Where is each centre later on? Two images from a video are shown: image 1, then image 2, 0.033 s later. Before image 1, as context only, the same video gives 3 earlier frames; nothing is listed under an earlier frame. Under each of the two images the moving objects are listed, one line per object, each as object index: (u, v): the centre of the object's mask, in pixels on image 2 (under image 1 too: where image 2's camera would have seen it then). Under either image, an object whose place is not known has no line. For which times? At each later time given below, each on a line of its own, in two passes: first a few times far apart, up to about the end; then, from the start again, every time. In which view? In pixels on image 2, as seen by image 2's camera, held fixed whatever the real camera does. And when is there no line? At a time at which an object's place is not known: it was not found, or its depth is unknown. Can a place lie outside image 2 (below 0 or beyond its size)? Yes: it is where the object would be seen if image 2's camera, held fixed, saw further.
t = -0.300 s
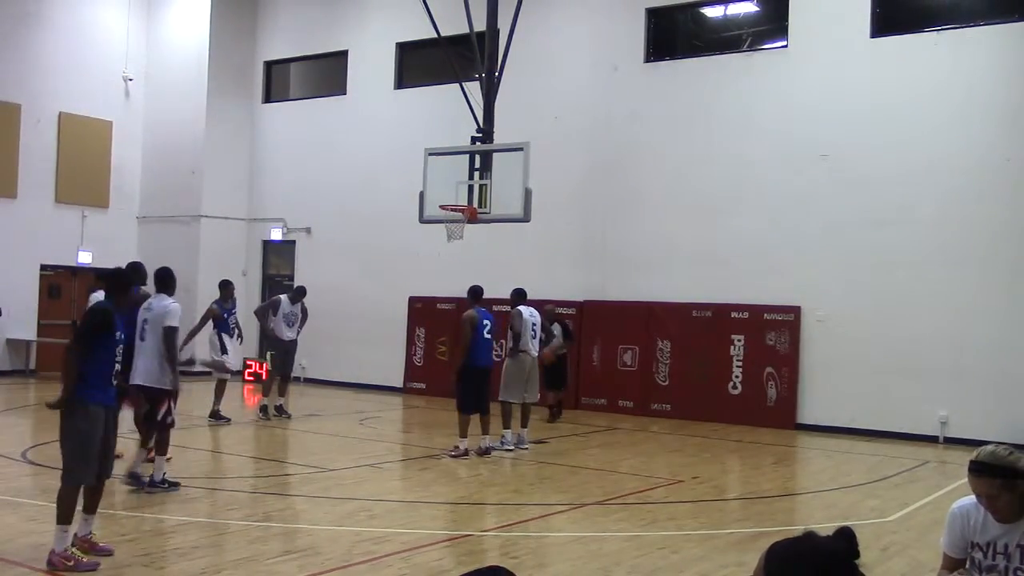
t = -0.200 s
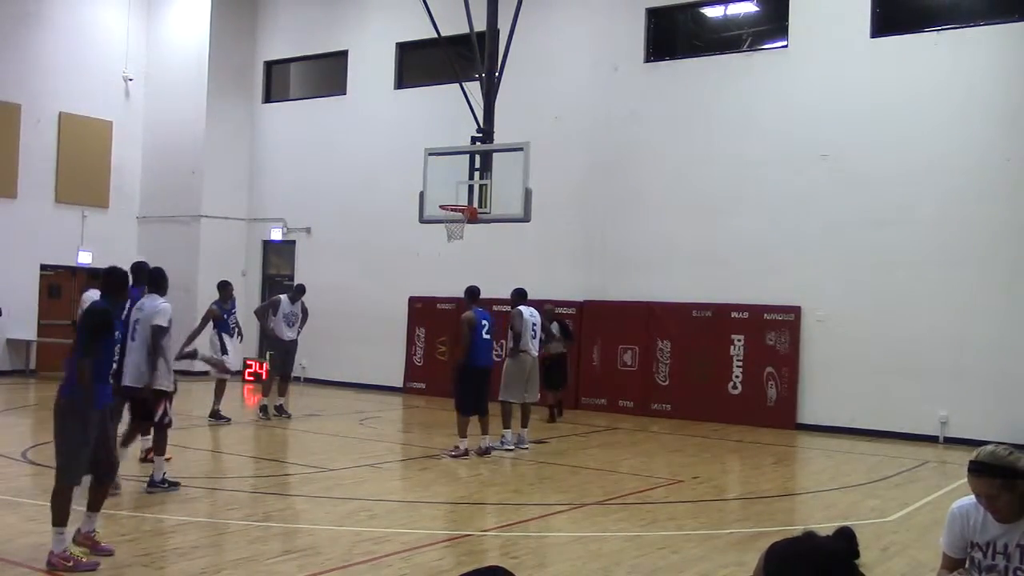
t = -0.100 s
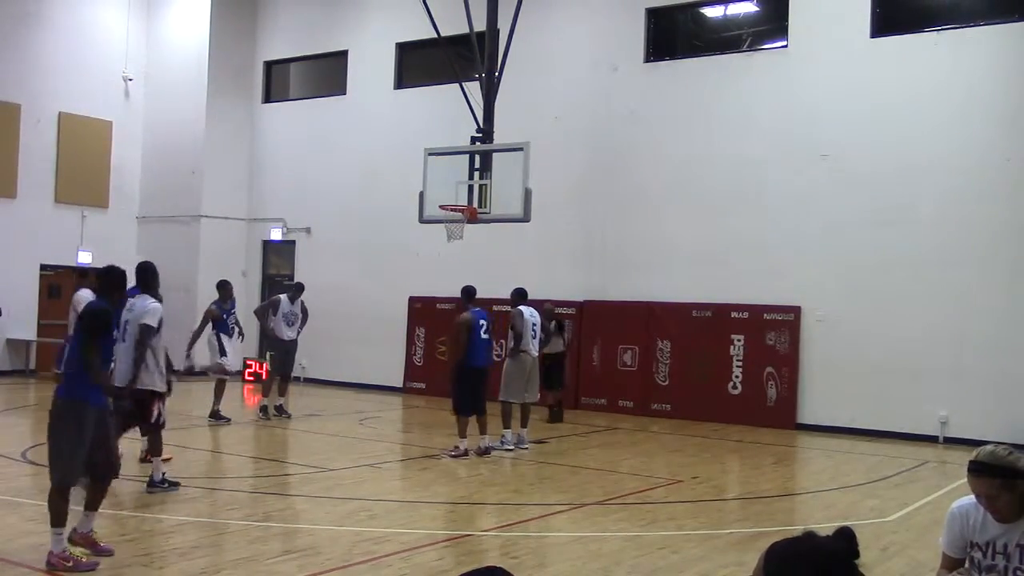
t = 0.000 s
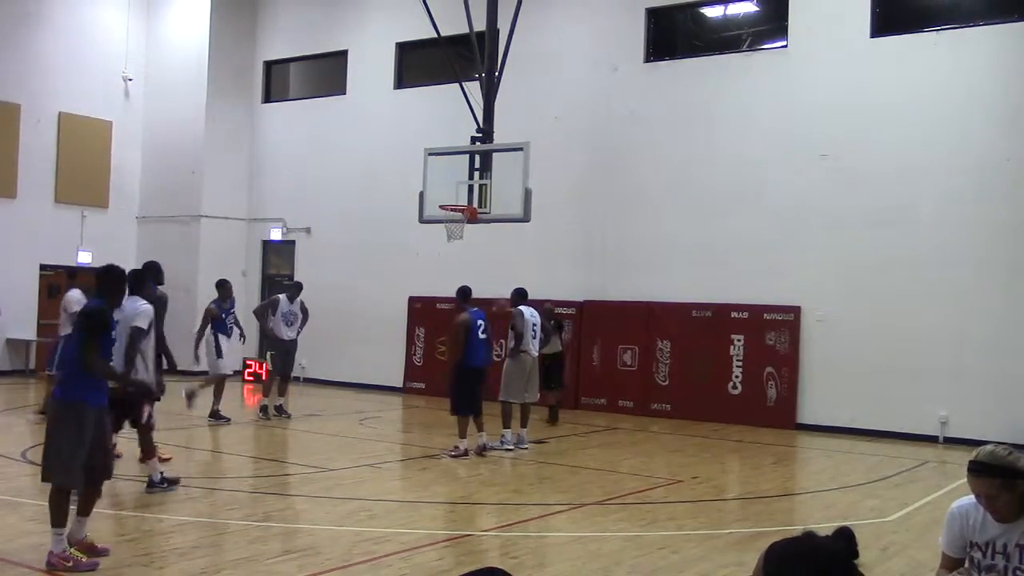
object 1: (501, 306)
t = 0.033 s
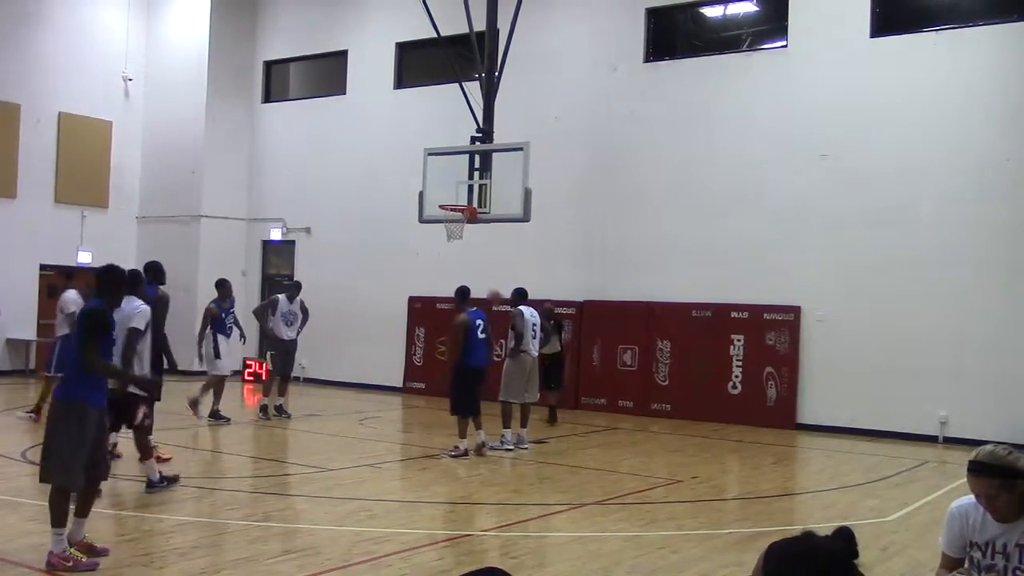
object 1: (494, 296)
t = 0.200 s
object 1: (457, 278)
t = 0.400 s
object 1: (409, 279)
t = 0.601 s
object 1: (356, 313)
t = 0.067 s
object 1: (487, 292)
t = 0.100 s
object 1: (481, 288)
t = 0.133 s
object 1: (472, 283)
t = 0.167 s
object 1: (465, 280)
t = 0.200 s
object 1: (457, 278)
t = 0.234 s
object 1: (450, 276)
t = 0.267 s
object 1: (442, 275)
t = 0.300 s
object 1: (434, 275)
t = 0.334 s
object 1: (426, 276)
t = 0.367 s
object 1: (418, 277)
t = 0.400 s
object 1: (409, 279)
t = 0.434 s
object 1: (401, 282)
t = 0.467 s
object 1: (392, 286)
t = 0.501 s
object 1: (383, 291)
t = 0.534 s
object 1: (374, 297)
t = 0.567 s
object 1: (365, 305)
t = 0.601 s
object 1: (356, 313)
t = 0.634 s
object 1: (347, 321)
